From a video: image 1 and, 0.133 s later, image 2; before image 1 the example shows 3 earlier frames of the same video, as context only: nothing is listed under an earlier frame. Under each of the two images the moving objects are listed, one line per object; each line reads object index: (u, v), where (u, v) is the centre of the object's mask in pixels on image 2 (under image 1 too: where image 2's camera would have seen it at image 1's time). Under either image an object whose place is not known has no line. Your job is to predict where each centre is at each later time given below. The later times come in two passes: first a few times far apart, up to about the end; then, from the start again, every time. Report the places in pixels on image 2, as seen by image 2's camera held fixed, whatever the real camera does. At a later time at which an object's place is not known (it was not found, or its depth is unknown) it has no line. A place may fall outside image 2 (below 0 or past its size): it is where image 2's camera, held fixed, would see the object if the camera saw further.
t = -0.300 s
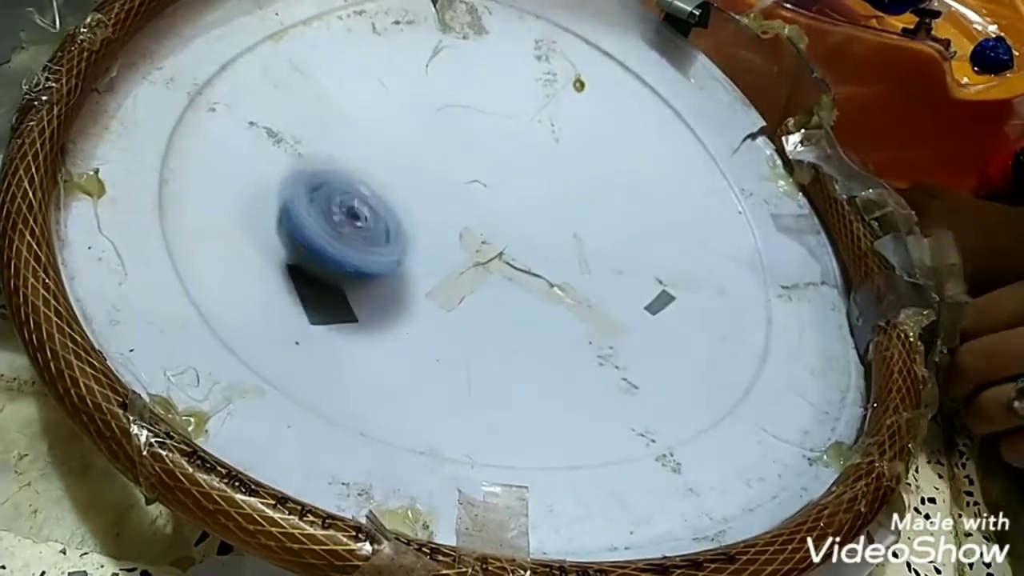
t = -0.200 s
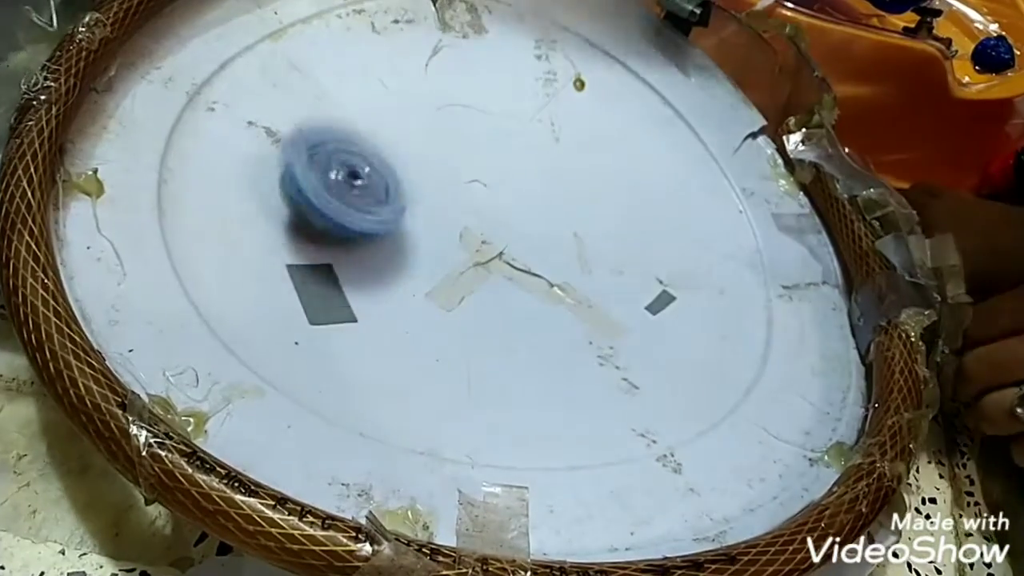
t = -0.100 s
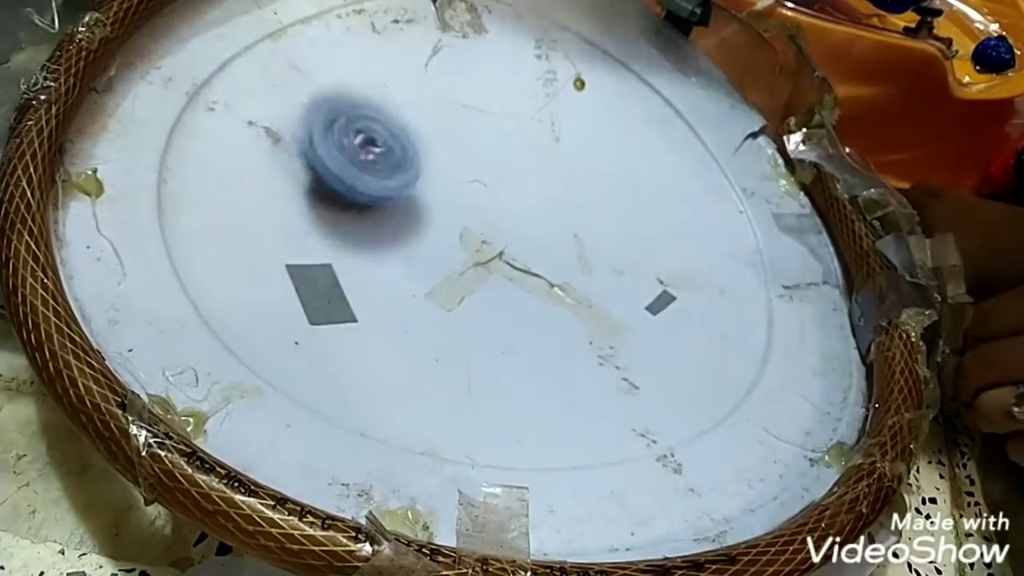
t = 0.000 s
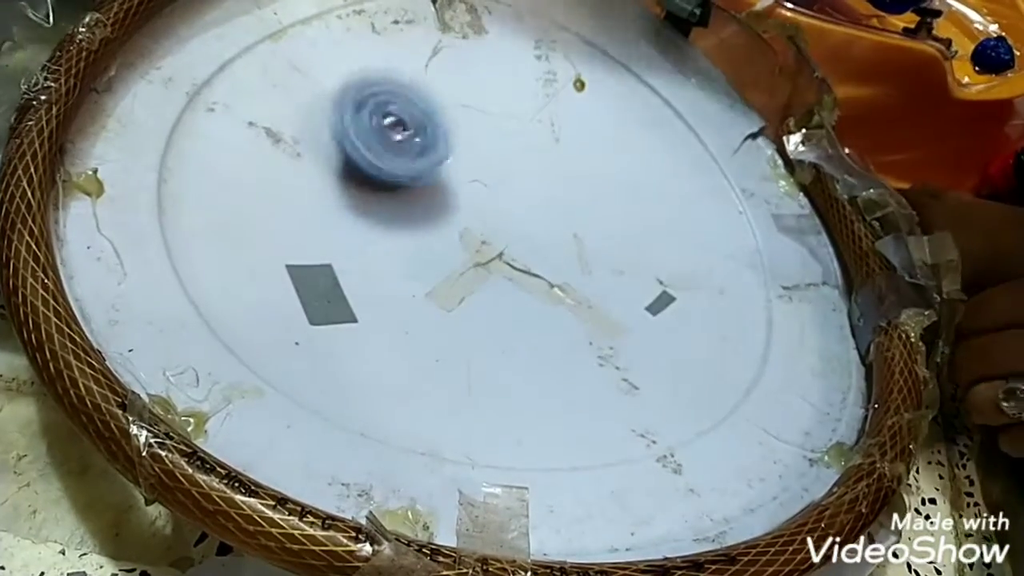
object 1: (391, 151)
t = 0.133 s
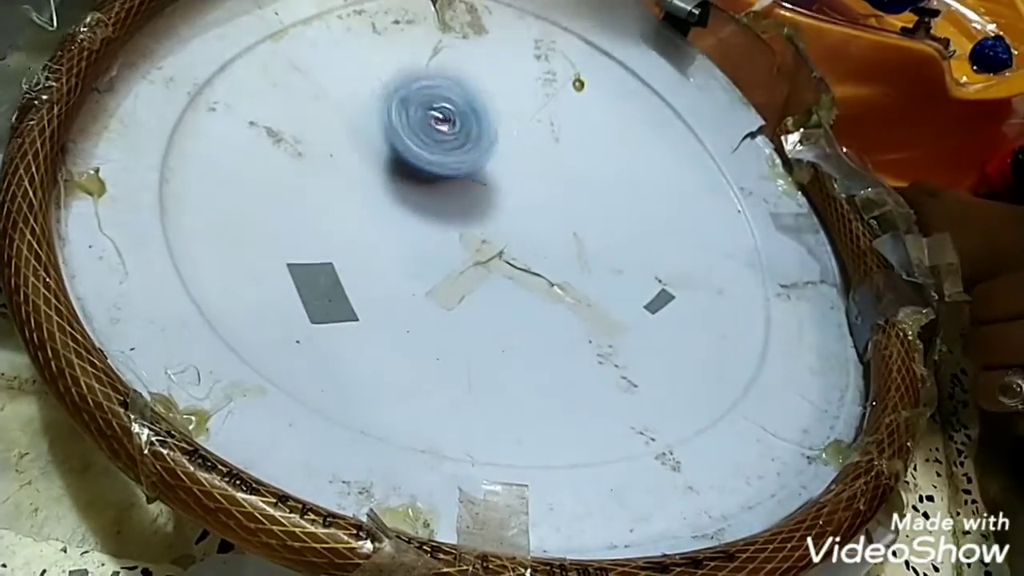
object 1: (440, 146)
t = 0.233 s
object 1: (475, 169)
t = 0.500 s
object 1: (540, 268)
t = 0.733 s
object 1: (561, 336)
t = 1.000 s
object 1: (483, 347)
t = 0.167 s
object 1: (449, 151)
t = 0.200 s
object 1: (461, 160)
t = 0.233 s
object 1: (475, 169)
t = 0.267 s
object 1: (485, 180)
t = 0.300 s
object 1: (494, 193)
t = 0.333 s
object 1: (501, 199)
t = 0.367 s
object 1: (514, 214)
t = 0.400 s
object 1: (521, 227)
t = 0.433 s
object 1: (526, 239)
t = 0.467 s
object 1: (533, 253)
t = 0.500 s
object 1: (540, 268)
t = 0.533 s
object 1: (539, 276)
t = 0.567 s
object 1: (549, 285)
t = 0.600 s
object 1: (553, 295)
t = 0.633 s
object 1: (556, 308)
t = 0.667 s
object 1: (560, 317)
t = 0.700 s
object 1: (559, 328)
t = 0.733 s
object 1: (561, 336)
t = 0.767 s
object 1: (561, 350)
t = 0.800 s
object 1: (553, 358)
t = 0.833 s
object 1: (546, 364)
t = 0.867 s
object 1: (534, 363)
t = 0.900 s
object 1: (522, 363)
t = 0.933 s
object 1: (512, 361)
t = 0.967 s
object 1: (495, 355)
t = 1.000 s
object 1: (483, 347)
